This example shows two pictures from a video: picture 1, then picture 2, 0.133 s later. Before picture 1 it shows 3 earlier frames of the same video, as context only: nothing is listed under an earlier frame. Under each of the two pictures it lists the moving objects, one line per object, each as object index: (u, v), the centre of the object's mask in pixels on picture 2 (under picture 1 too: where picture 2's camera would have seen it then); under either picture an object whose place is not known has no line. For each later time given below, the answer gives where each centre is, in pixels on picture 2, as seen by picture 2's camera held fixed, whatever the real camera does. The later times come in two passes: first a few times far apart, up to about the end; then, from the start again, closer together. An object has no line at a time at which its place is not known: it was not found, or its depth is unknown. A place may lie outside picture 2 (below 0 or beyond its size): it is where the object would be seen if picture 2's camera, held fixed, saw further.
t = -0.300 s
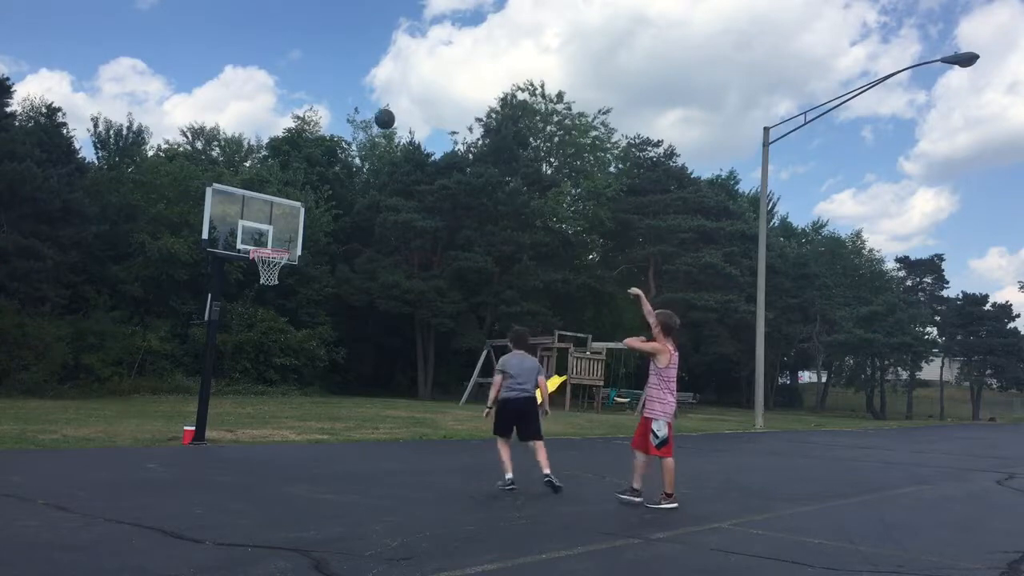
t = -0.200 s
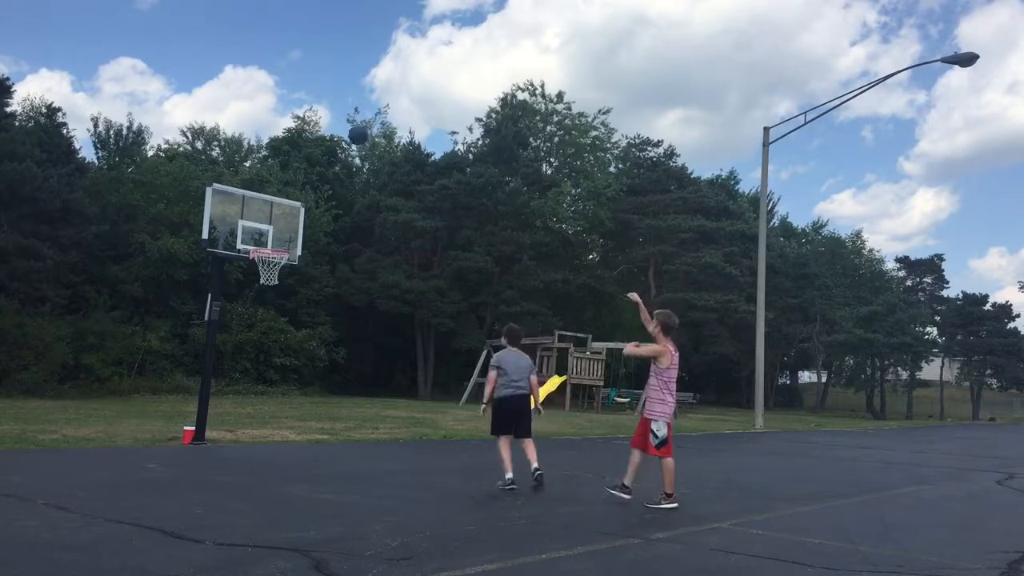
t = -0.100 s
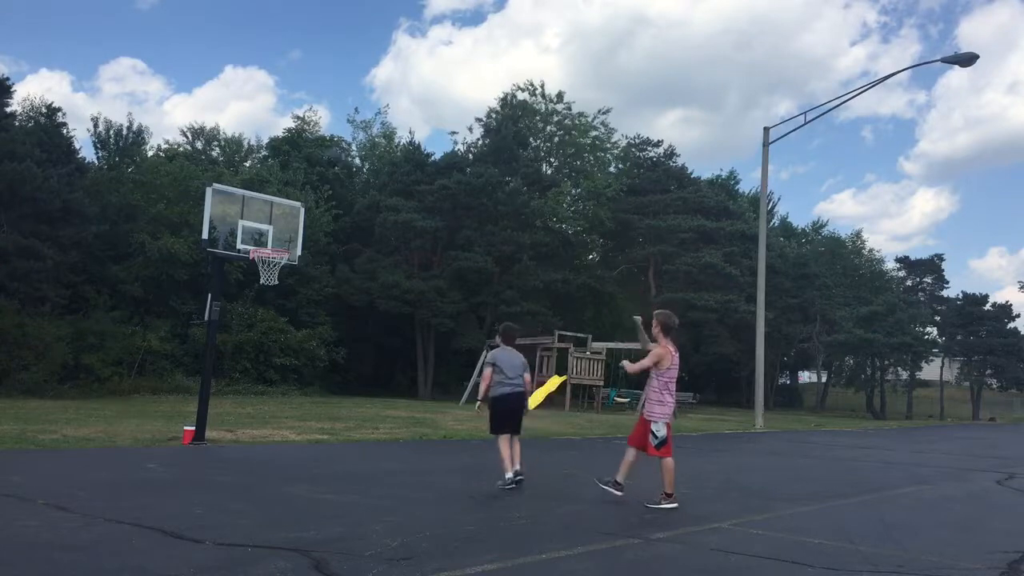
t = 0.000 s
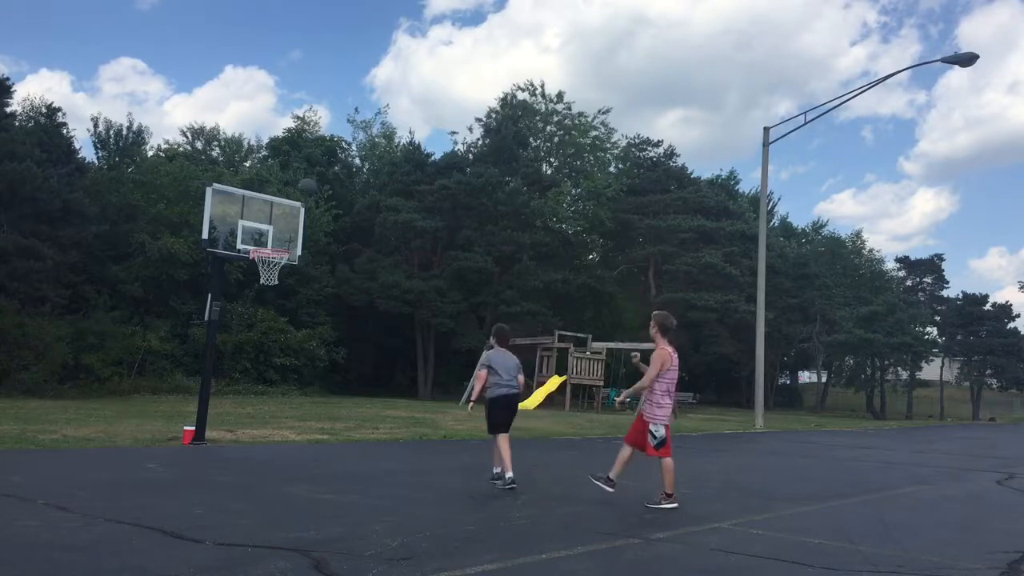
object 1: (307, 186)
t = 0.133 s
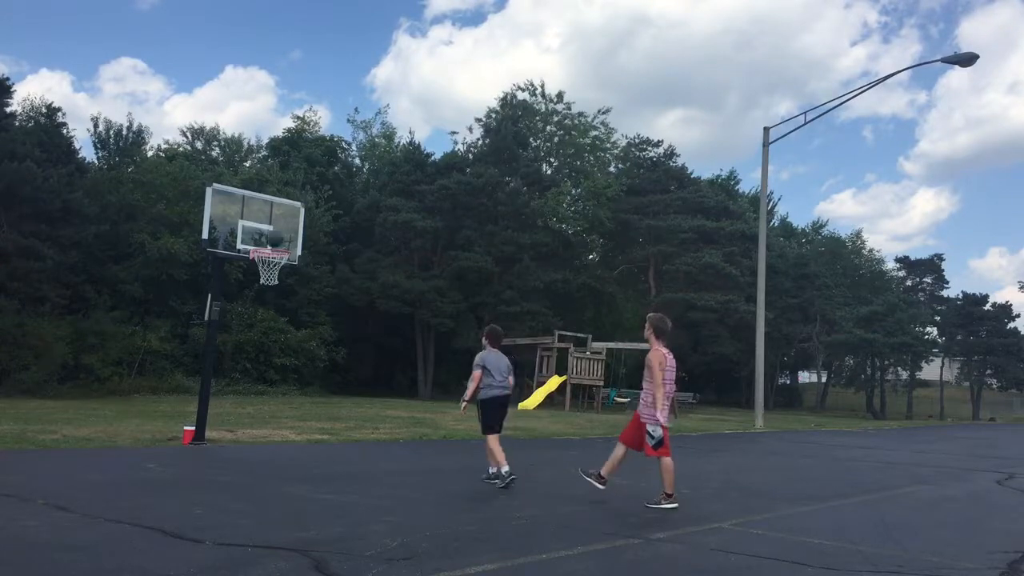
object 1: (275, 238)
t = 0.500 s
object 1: (199, 324)
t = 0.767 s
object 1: (132, 444)
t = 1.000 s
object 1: (95, 345)
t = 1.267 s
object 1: (43, 297)
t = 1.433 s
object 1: (7, 303)
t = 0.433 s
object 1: (216, 300)
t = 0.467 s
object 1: (207, 312)
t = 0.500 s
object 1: (199, 324)
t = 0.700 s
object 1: (143, 439)
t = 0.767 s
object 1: (132, 444)
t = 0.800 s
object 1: (127, 427)
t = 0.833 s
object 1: (122, 411)
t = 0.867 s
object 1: (117, 396)
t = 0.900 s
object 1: (112, 378)
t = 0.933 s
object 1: (108, 370)
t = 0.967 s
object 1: (103, 353)
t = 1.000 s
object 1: (95, 345)
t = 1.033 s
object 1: (90, 335)
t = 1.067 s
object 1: (85, 328)
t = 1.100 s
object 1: (79, 322)
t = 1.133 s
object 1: (72, 314)
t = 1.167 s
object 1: (65, 307)
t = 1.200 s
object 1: (59, 303)
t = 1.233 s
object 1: (50, 298)
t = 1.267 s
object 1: (43, 297)
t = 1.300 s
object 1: (35, 296)
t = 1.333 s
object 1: (27, 295)
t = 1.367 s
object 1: (18, 298)
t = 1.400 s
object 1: (12, 299)
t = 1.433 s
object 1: (7, 303)
